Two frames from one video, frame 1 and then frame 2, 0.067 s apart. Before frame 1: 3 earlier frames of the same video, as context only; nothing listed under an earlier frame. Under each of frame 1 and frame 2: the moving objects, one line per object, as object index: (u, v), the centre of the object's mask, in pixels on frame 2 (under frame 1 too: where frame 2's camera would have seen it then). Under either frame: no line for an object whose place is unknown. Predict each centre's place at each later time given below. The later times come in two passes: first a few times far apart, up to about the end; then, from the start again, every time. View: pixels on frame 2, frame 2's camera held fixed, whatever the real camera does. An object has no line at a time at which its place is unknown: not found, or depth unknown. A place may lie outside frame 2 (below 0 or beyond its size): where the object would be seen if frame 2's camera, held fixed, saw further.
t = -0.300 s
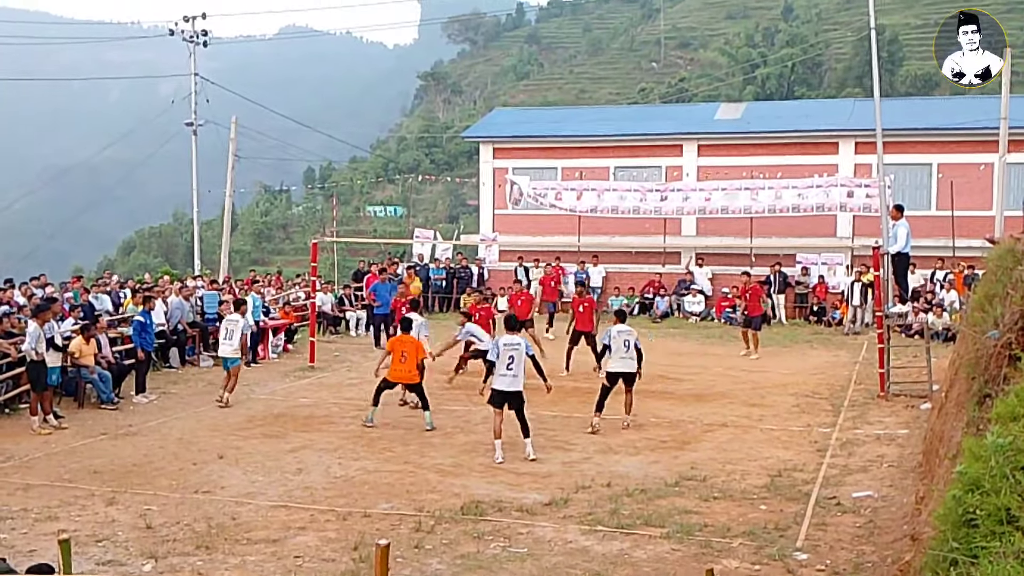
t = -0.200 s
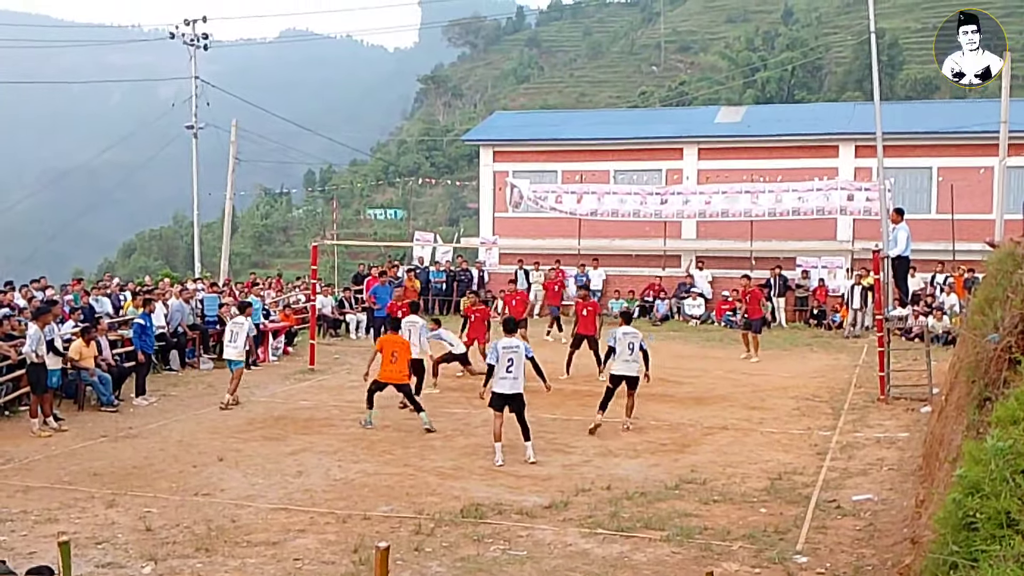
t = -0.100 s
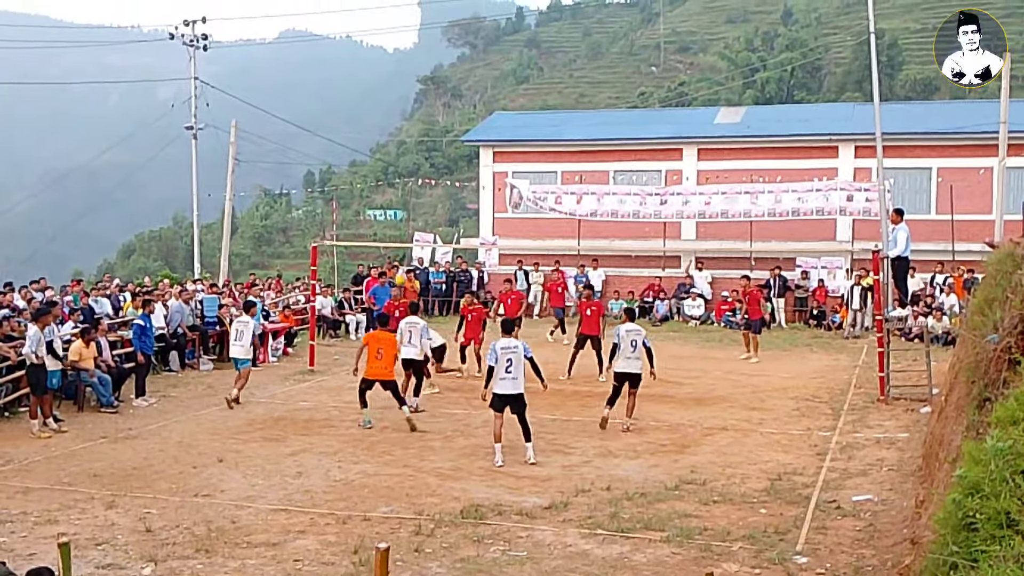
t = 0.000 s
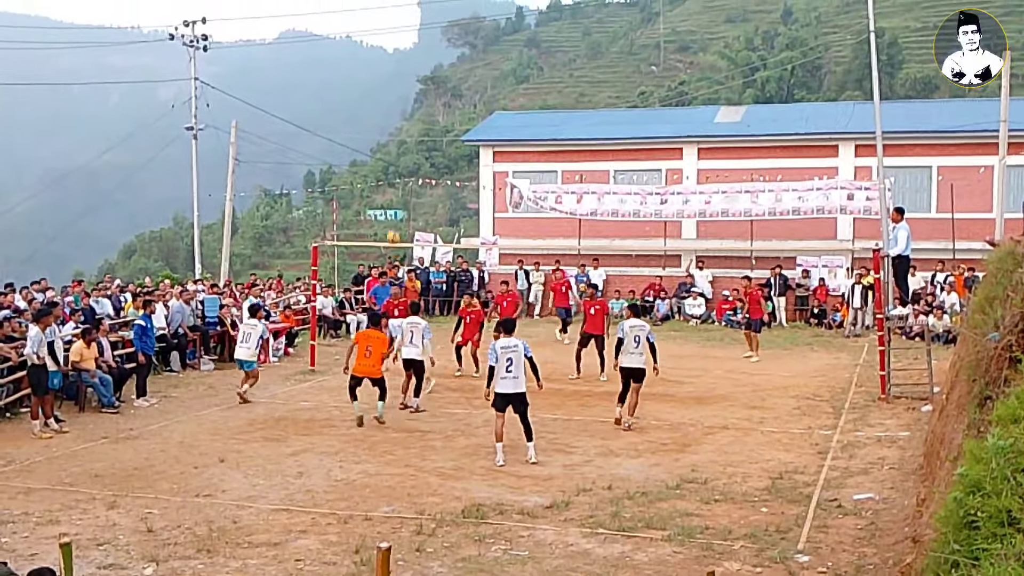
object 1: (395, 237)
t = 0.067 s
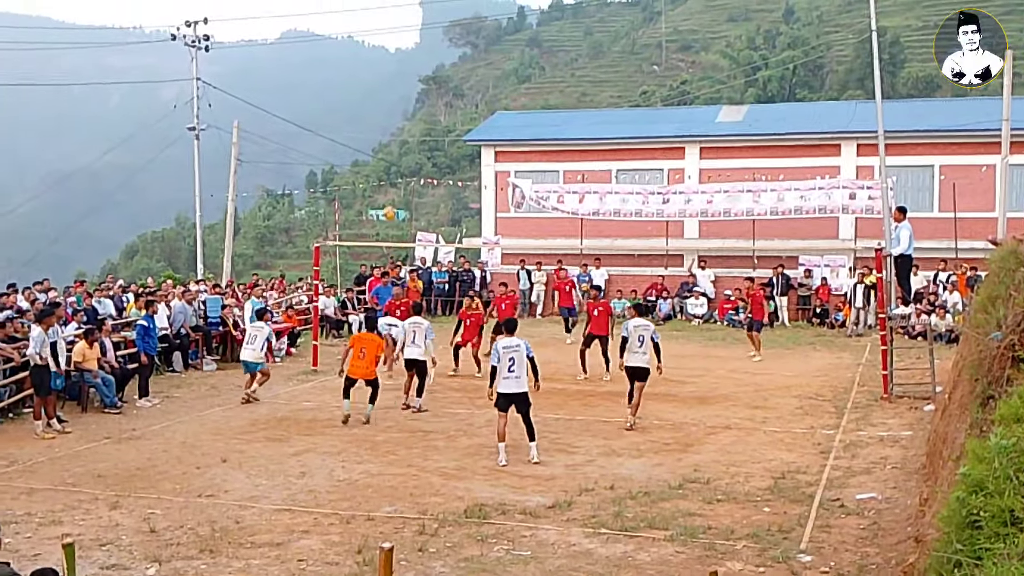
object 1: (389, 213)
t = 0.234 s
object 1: (378, 162)
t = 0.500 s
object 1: (358, 117)
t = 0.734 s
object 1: (343, 111)
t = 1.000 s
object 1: (326, 146)
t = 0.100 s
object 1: (387, 202)
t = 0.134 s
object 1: (385, 190)
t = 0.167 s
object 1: (383, 180)
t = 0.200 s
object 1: (380, 171)
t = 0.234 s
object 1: (378, 162)
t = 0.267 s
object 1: (375, 155)
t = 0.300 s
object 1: (373, 146)
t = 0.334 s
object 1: (370, 140)
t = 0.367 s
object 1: (368, 134)
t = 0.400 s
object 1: (365, 129)
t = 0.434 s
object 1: (363, 124)
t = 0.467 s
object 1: (361, 120)
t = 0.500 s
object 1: (358, 117)
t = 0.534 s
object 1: (357, 114)
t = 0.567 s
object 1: (354, 112)
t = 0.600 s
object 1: (352, 110)
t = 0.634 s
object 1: (349, 109)
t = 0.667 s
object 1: (348, 109)
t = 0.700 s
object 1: (345, 110)
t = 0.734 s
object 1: (343, 111)
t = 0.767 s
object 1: (341, 113)
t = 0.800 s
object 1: (339, 115)
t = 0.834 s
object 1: (337, 119)
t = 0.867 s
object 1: (334, 122)
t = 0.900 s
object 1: (332, 127)
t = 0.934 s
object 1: (329, 133)
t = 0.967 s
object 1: (328, 138)
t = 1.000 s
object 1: (326, 146)
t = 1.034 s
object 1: (324, 152)
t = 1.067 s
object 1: (321, 160)
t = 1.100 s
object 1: (320, 168)
